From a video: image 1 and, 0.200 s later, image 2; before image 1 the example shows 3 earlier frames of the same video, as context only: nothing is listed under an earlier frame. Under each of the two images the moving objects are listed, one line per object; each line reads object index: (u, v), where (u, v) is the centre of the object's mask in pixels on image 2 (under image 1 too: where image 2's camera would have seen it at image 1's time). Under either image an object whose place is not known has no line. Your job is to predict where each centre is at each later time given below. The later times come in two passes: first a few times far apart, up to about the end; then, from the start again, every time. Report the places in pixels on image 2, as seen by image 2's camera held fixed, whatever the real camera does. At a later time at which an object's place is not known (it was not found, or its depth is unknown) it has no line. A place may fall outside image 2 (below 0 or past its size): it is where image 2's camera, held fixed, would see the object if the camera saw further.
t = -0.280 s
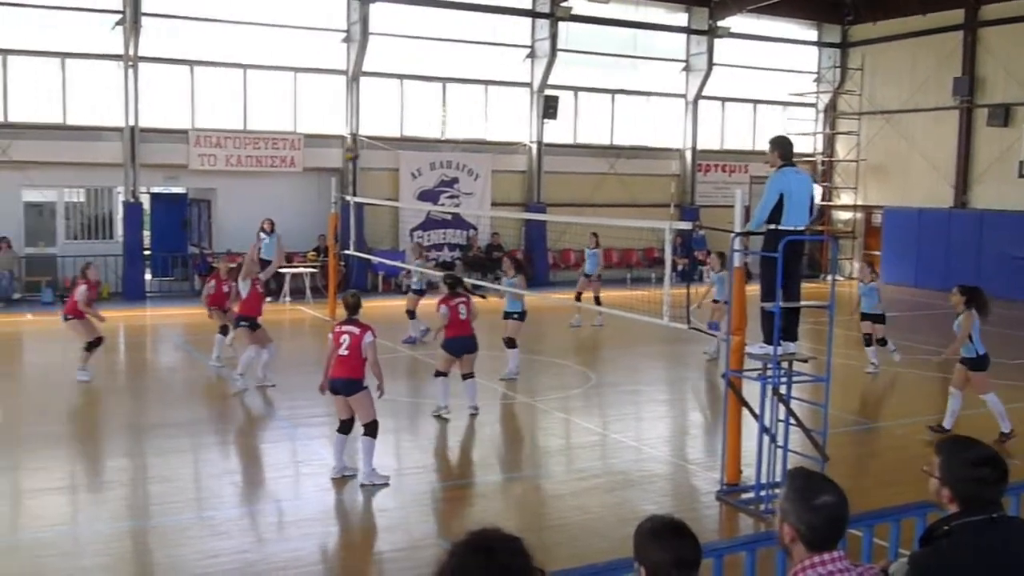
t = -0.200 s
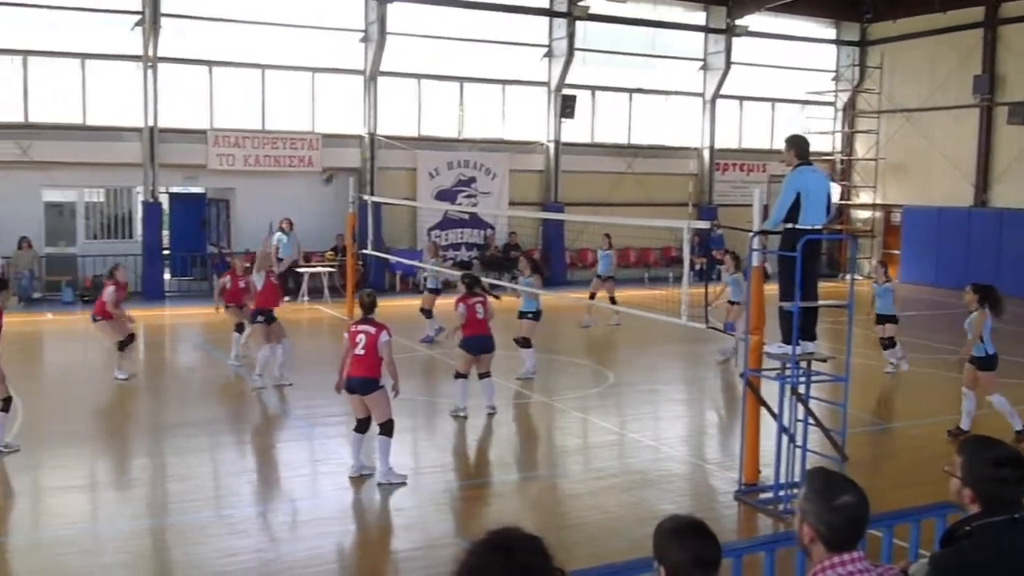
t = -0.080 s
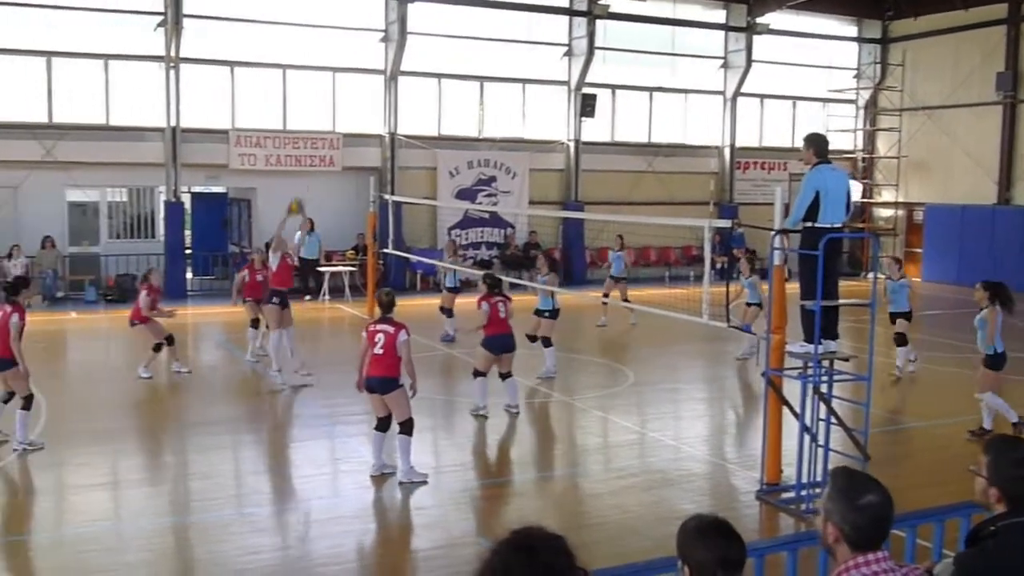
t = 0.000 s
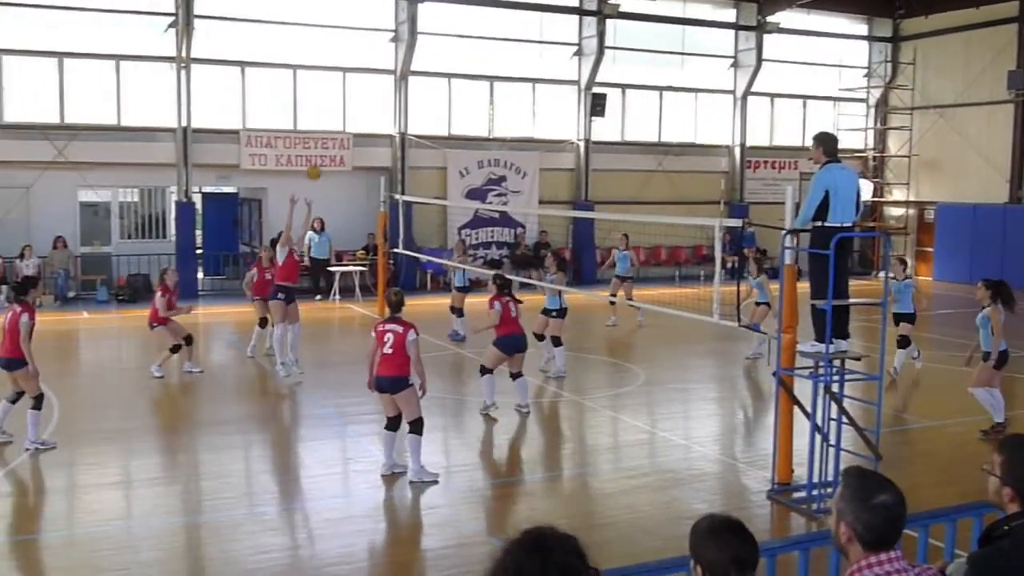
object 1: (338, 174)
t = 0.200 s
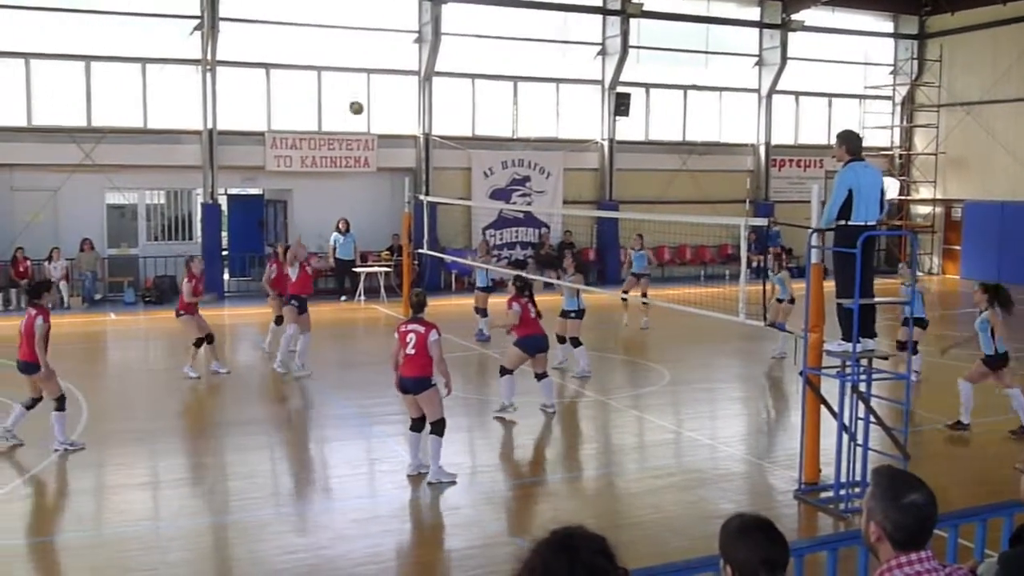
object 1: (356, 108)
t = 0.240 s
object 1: (360, 98)
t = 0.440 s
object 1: (378, 72)
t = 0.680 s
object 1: (400, 81)
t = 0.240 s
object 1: (360, 98)
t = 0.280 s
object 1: (363, 91)
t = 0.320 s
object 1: (367, 83)
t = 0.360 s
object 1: (370, 79)
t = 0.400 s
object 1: (374, 75)
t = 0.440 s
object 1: (378, 72)
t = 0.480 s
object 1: (381, 70)
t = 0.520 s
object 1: (385, 70)
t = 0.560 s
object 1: (389, 71)
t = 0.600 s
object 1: (393, 73)
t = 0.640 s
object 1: (396, 77)
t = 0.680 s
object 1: (400, 81)
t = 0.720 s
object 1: (404, 87)
